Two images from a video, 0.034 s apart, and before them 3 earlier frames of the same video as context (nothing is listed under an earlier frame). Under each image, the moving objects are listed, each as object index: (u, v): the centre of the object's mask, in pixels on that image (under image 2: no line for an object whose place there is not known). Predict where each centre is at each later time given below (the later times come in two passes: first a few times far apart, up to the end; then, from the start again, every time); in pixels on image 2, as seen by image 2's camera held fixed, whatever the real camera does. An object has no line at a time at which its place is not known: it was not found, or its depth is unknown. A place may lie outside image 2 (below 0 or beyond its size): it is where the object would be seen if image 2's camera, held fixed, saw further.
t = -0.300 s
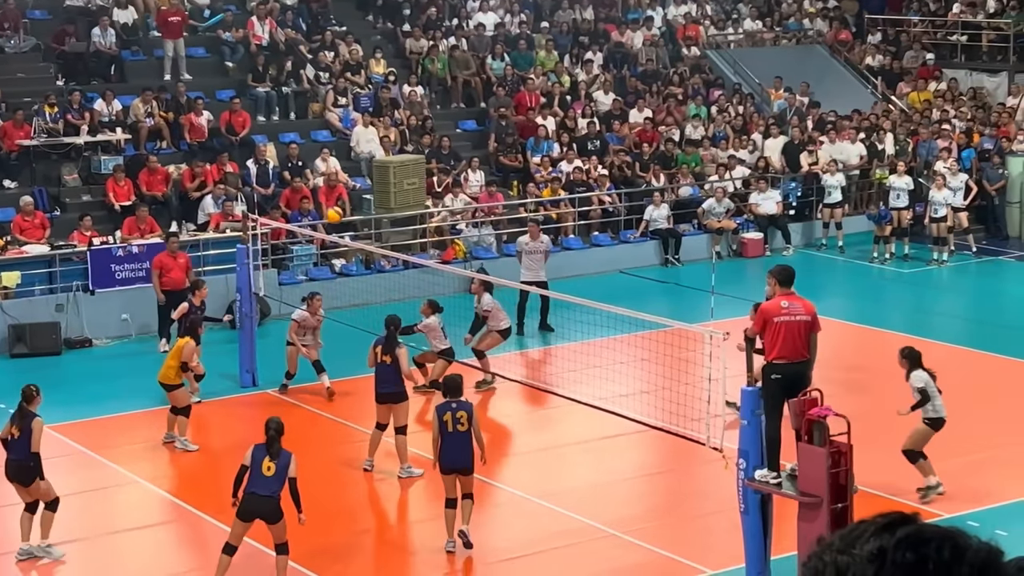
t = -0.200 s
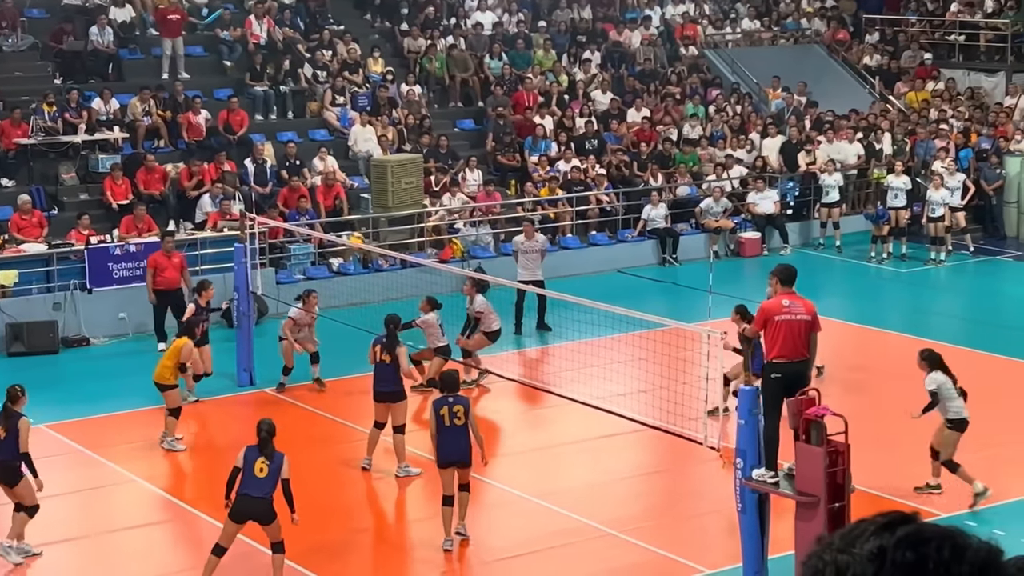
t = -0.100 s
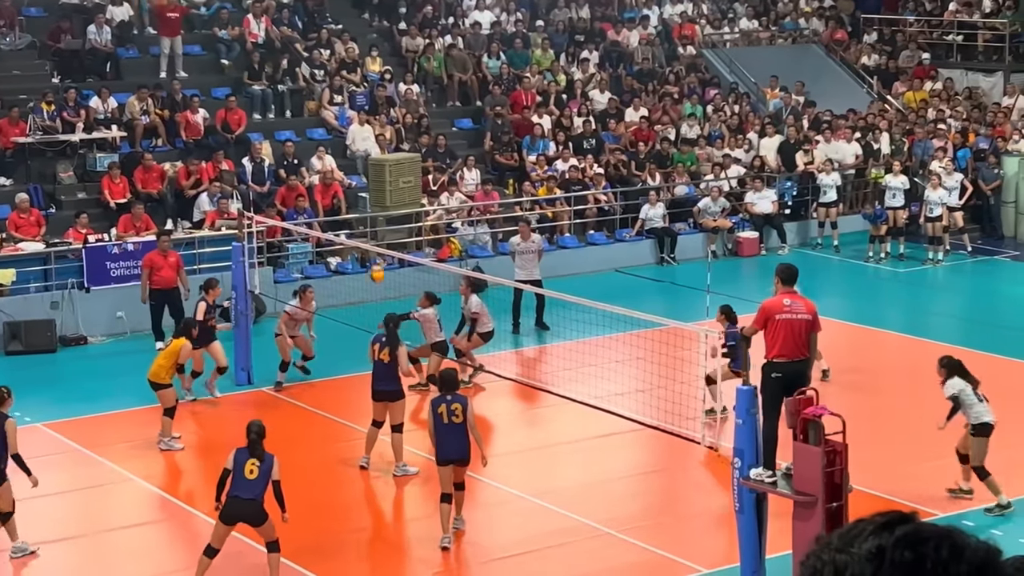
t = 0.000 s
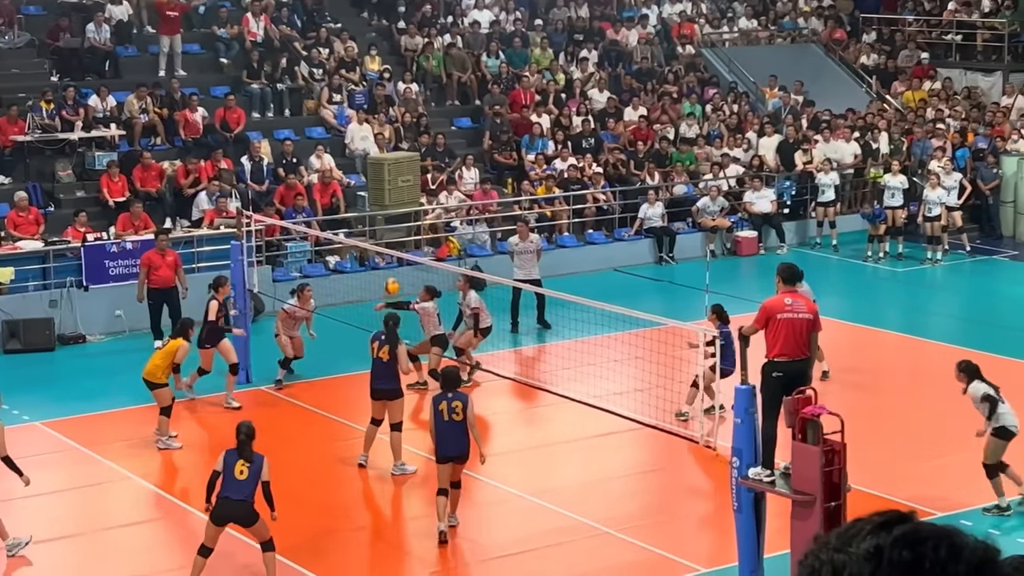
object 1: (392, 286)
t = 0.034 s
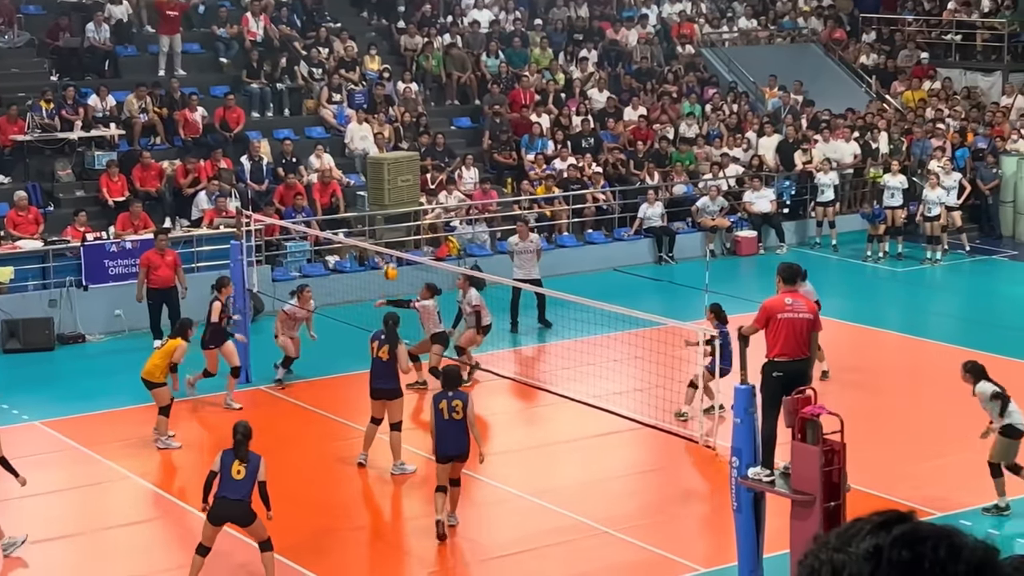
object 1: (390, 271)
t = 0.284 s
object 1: (387, 190)
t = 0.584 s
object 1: (386, 156)
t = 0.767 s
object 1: (386, 169)
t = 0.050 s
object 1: (390, 265)
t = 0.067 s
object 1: (389, 260)
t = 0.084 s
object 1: (390, 252)
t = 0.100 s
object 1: (389, 243)
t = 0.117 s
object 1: (389, 239)
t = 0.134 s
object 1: (389, 233)
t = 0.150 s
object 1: (388, 227)
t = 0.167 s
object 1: (388, 222)
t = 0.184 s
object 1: (388, 217)
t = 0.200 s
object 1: (388, 212)
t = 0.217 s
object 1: (388, 207)
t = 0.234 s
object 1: (387, 202)
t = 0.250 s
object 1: (387, 199)
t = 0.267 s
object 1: (387, 194)
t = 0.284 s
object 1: (387, 190)
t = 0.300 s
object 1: (387, 186)
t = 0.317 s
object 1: (387, 183)
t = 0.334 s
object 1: (387, 179)
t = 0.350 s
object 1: (387, 176)
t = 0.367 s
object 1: (387, 173)
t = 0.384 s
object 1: (386, 170)
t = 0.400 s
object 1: (386, 168)
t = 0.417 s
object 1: (386, 166)
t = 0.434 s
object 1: (386, 164)
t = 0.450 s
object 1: (386, 162)
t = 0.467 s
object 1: (386, 160)
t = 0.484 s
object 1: (386, 160)
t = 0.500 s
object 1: (385, 158)
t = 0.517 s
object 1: (385, 157)
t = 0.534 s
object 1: (386, 157)
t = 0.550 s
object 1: (386, 157)
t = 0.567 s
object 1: (386, 157)
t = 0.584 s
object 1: (386, 156)
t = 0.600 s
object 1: (386, 156)
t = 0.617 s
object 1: (386, 156)
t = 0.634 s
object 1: (386, 157)
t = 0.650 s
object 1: (386, 158)
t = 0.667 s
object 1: (385, 159)
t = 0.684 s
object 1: (385, 160)
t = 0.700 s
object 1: (385, 162)
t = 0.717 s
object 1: (385, 163)
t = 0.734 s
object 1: (385, 165)
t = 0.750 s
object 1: (386, 167)
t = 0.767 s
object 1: (386, 169)
